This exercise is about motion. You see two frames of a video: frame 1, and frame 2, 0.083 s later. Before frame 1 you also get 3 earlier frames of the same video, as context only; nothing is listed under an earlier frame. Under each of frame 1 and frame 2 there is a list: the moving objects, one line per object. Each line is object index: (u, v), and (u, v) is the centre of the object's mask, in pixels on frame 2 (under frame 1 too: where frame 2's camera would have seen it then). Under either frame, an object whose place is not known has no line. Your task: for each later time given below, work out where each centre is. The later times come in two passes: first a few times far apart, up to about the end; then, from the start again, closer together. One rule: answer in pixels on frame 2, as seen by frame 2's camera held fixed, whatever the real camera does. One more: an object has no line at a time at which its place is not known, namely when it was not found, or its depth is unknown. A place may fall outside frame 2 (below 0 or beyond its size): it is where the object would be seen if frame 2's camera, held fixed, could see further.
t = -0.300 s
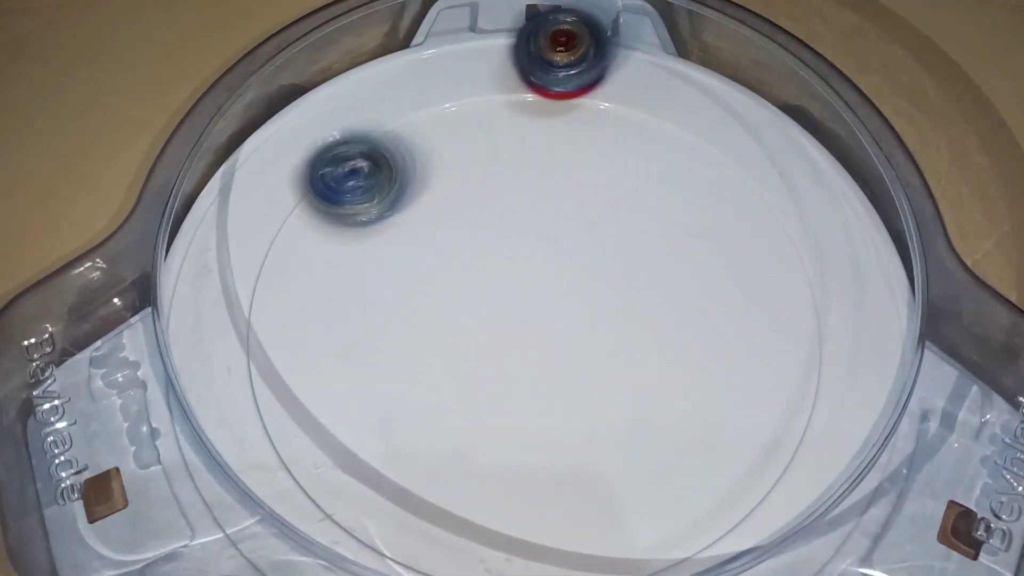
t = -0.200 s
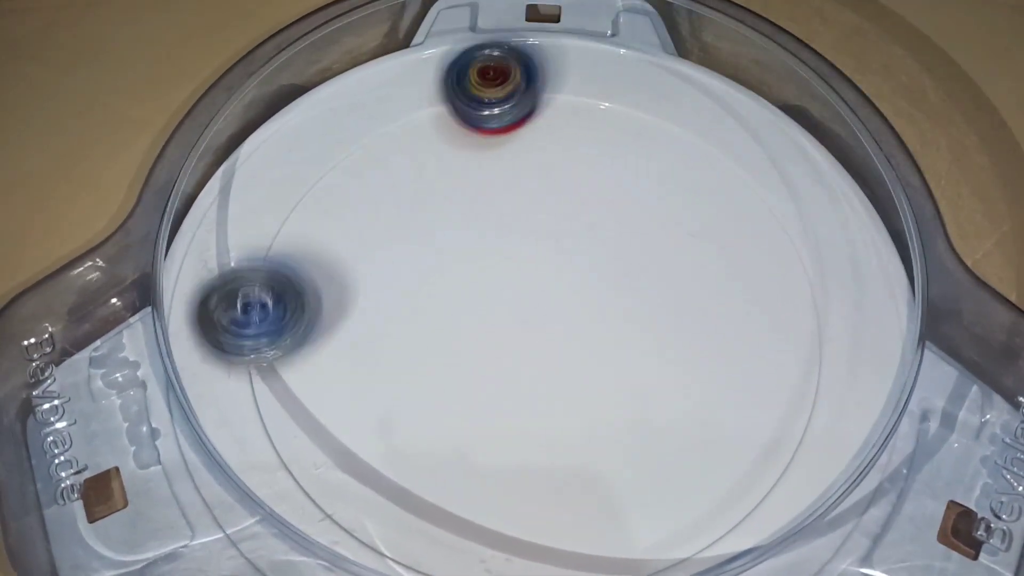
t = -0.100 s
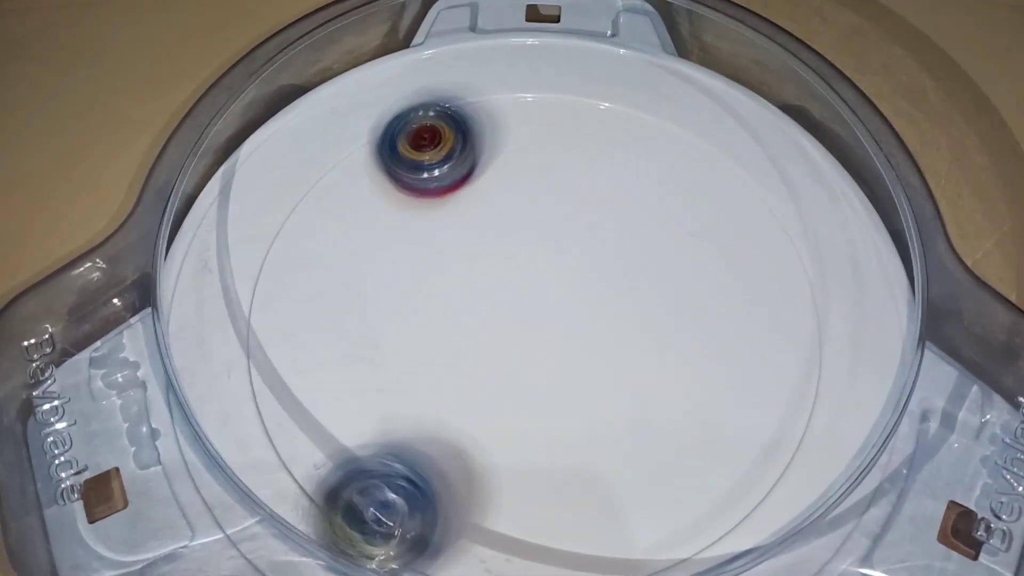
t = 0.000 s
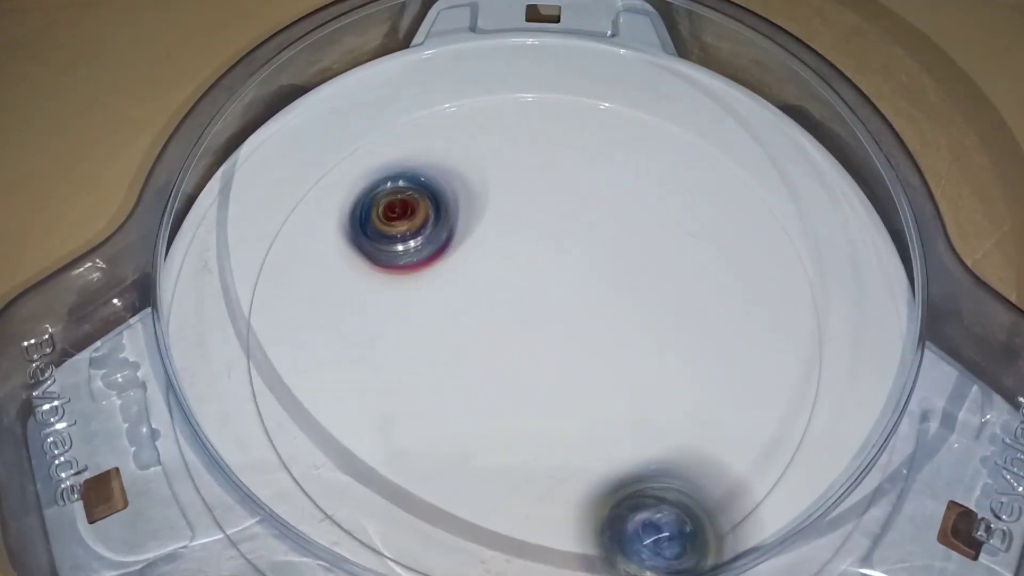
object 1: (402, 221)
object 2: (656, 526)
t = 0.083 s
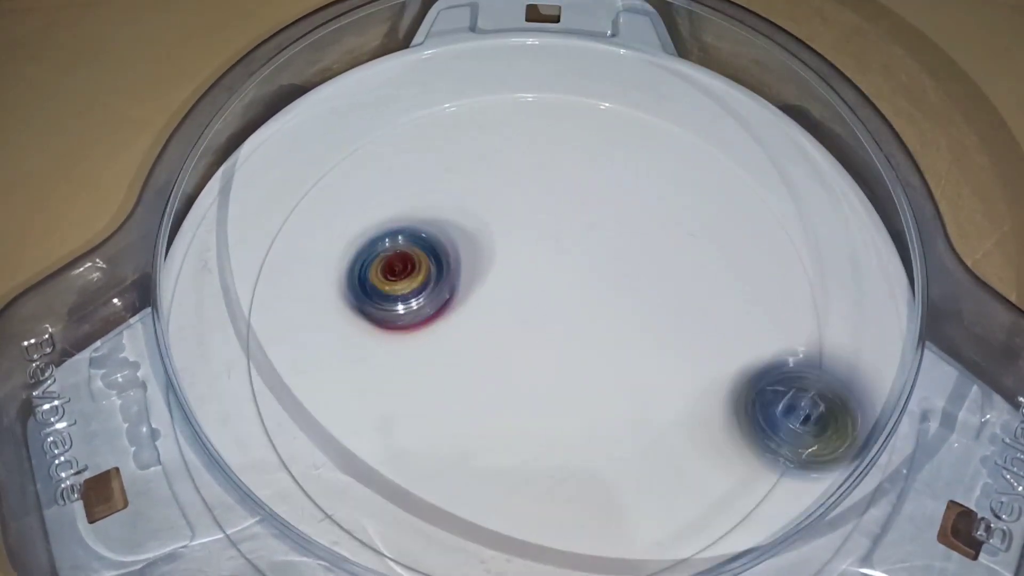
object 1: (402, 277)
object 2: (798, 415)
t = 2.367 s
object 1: (417, 282)
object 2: (567, 305)
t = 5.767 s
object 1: (541, 168)
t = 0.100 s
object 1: (404, 289)
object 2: (810, 383)
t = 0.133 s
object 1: (409, 310)
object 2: (826, 321)
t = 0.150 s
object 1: (413, 320)
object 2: (822, 289)
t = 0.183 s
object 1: (421, 339)
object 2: (802, 228)
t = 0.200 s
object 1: (425, 348)
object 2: (786, 199)
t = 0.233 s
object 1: (436, 364)
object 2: (741, 148)
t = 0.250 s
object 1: (440, 373)
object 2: (712, 127)
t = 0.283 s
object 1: (448, 390)
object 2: (641, 95)
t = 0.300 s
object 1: (455, 397)
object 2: (606, 82)
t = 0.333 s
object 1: (468, 412)
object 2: (521, 76)
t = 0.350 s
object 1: (476, 418)
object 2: (479, 80)
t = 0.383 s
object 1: (490, 429)
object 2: (397, 106)
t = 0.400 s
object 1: (499, 433)
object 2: (359, 128)
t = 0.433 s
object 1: (513, 443)
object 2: (295, 193)
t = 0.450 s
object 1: (522, 448)
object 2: (273, 231)
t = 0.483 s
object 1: (541, 454)
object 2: (258, 321)
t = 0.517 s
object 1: (560, 458)
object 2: (283, 418)
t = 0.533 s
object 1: (570, 458)
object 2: (313, 462)
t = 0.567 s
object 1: (587, 459)
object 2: (409, 523)
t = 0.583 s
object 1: (594, 458)
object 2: (462, 534)
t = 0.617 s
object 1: (637, 436)
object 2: (542, 539)
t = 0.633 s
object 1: (668, 409)
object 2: (558, 530)
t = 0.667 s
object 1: (723, 351)
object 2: (585, 522)
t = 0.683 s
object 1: (744, 326)
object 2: (596, 520)
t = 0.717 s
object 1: (777, 277)
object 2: (616, 511)
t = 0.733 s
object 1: (789, 255)
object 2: (624, 504)
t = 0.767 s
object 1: (799, 215)
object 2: (638, 492)
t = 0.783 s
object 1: (796, 198)
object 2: (642, 489)
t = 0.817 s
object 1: (772, 173)
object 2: (651, 477)
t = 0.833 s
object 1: (755, 168)
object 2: (656, 466)
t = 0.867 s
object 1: (727, 150)
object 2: (658, 442)
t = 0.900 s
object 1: (702, 137)
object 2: (645, 413)
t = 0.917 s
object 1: (689, 130)
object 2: (633, 403)
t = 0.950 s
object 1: (663, 122)
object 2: (607, 377)
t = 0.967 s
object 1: (654, 118)
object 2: (592, 366)
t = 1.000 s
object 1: (635, 114)
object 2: (559, 349)
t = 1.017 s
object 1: (623, 114)
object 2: (539, 344)
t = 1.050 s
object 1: (599, 116)
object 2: (496, 339)
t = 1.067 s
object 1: (589, 118)
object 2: (474, 339)
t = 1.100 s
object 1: (571, 122)
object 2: (433, 341)
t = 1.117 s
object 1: (561, 126)
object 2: (416, 344)
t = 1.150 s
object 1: (543, 137)
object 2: (377, 360)
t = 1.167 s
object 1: (536, 142)
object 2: (361, 369)
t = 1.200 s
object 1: (522, 153)
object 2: (330, 395)
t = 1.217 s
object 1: (514, 160)
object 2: (323, 410)
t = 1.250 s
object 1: (504, 175)
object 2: (313, 445)
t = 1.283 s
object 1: (495, 189)
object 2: (342, 467)
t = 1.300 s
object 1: (489, 197)
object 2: (361, 477)
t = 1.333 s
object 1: (480, 217)
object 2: (397, 492)
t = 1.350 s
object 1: (477, 225)
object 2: (415, 498)
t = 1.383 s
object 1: (473, 242)
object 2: (458, 495)
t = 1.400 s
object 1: (471, 251)
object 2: (475, 488)
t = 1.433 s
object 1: (470, 269)
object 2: (510, 465)
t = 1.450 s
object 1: (469, 278)
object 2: (524, 450)
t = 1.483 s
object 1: (469, 295)
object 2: (544, 416)
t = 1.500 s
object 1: (470, 304)
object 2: (549, 397)
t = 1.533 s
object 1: (462, 290)
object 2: (564, 378)
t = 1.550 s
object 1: (454, 282)
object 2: (576, 371)
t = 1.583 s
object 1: (441, 267)
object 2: (592, 361)
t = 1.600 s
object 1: (437, 260)
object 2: (596, 352)
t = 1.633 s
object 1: (429, 253)
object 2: (595, 332)
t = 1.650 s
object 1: (425, 252)
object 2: (589, 320)
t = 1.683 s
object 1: (418, 252)
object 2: (574, 296)
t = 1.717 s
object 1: (407, 257)
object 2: (549, 274)
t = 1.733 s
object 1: (402, 259)
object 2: (531, 264)
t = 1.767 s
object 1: (374, 255)
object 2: (521, 251)
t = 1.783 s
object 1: (351, 253)
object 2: (525, 249)
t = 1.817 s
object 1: (309, 252)
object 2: (529, 245)
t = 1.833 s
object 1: (288, 254)
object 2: (529, 243)
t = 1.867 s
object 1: (259, 260)
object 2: (530, 242)
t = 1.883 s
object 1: (260, 265)
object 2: (529, 242)
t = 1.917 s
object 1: (267, 283)
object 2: (528, 242)
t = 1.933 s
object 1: (272, 289)
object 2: (526, 244)
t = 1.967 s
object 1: (282, 304)
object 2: (526, 243)
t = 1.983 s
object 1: (289, 308)
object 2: (526, 245)
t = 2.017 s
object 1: (302, 320)
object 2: (524, 249)
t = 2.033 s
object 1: (308, 325)
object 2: (525, 252)
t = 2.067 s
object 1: (324, 331)
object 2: (526, 259)
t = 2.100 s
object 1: (334, 336)
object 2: (528, 263)
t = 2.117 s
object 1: (341, 335)
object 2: (527, 268)
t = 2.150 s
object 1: (350, 334)
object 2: (531, 272)
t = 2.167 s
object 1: (352, 332)
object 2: (534, 277)
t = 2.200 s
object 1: (360, 328)
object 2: (539, 283)
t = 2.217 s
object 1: (363, 326)
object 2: (539, 287)
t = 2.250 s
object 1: (372, 319)
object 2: (547, 291)
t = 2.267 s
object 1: (378, 315)
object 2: (549, 293)
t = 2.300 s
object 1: (390, 306)
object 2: (557, 298)
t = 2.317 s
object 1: (395, 301)
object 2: (557, 302)
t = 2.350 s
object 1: (410, 288)
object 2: (564, 303)
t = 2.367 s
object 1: (417, 282)
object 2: (567, 305)
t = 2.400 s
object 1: (430, 268)
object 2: (573, 306)
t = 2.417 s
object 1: (436, 261)
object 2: (575, 307)
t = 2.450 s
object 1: (449, 244)
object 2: (578, 308)
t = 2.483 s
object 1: (457, 227)
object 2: (582, 308)
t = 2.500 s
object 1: (462, 219)
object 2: (583, 309)
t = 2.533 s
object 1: (470, 202)
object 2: (582, 309)
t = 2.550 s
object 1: (472, 194)
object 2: (583, 308)
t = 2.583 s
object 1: (476, 179)
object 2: (583, 309)
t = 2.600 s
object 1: (477, 173)
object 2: (581, 308)
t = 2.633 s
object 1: (479, 163)
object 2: (577, 310)
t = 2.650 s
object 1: (480, 159)
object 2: (576, 309)
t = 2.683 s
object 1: (481, 153)
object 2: (573, 308)
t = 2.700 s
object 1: (481, 152)
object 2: (571, 309)
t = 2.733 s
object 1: (482, 150)
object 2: (566, 310)
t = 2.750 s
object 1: (482, 150)
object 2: (564, 310)
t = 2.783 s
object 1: (483, 151)
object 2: (560, 313)
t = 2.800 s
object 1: (483, 153)
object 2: (555, 315)
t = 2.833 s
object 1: (483, 155)
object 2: (551, 314)
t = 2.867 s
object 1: (485, 158)
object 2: (545, 317)
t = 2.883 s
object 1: (486, 160)
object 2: (539, 321)
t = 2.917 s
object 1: (490, 166)
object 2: (535, 324)
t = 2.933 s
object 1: (492, 170)
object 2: (531, 327)
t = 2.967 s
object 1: (497, 177)
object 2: (528, 331)
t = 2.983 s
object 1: (500, 184)
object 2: (525, 335)
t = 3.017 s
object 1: (509, 195)
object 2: (525, 338)
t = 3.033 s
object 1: (514, 202)
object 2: (521, 341)
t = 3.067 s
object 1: (526, 216)
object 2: (521, 341)
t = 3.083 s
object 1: (534, 222)
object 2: (518, 346)
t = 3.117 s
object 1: (550, 237)
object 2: (518, 346)
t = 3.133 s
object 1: (559, 244)
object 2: (516, 349)
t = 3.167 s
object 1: (584, 249)
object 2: (509, 358)
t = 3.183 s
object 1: (598, 248)
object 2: (504, 364)
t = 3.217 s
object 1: (624, 247)
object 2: (493, 381)
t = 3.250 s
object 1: (647, 243)
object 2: (489, 395)
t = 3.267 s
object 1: (658, 239)
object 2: (486, 405)
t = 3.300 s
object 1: (679, 231)
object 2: (492, 415)
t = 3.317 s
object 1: (689, 226)
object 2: (495, 421)
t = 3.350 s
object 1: (703, 217)
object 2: (501, 428)
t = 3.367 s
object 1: (707, 212)
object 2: (507, 431)
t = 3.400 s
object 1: (714, 205)
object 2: (516, 433)
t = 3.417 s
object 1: (716, 202)
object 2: (523, 432)
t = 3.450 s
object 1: (717, 199)
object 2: (529, 427)
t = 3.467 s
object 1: (717, 198)
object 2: (534, 423)
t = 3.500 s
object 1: (714, 197)
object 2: (545, 409)
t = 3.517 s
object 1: (712, 196)
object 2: (546, 403)
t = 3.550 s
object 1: (708, 197)
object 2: (548, 388)
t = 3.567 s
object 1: (706, 197)
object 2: (547, 380)
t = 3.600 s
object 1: (697, 200)
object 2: (543, 362)
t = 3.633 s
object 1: (685, 205)
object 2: (532, 343)
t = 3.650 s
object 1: (677, 209)
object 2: (527, 334)
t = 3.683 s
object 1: (659, 220)
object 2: (512, 318)
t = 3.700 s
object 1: (648, 226)
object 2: (503, 312)
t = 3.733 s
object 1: (632, 240)
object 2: (483, 301)
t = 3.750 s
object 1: (622, 250)
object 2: (472, 296)
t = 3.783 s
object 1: (605, 271)
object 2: (454, 289)
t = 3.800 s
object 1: (598, 282)
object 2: (445, 287)
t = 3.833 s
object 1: (584, 304)
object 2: (431, 286)
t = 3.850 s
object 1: (576, 316)
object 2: (424, 286)
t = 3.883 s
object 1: (564, 338)
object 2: (415, 289)
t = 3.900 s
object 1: (559, 349)
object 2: (410, 289)
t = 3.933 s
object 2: (405, 293)
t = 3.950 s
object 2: (401, 295)
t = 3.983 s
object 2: (400, 300)
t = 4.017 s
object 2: (402, 304)
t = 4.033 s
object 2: (405, 306)
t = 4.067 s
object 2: (411, 310)
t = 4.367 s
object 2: (528, 270)
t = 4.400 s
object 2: (535, 257)
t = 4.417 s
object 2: (536, 250)
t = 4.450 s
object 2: (539, 239)
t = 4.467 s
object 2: (538, 234)
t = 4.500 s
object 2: (536, 226)
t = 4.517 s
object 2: (534, 222)
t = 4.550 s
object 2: (533, 214)
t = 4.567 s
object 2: (531, 212)
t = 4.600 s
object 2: (525, 210)
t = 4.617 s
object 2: (523, 208)
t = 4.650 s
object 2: (519, 209)
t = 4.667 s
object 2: (516, 210)
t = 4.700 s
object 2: (512, 215)
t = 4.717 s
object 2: (511, 216)
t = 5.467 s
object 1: (567, 186)
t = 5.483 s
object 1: (571, 180)
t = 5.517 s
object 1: (577, 166)
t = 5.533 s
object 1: (579, 159)
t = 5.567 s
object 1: (581, 146)
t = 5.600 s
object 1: (578, 136)
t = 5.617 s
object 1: (574, 134)
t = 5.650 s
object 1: (565, 132)
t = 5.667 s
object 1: (561, 132)
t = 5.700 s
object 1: (554, 139)
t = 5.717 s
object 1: (549, 145)
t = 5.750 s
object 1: (543, 158)
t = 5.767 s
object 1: (541, 168)
